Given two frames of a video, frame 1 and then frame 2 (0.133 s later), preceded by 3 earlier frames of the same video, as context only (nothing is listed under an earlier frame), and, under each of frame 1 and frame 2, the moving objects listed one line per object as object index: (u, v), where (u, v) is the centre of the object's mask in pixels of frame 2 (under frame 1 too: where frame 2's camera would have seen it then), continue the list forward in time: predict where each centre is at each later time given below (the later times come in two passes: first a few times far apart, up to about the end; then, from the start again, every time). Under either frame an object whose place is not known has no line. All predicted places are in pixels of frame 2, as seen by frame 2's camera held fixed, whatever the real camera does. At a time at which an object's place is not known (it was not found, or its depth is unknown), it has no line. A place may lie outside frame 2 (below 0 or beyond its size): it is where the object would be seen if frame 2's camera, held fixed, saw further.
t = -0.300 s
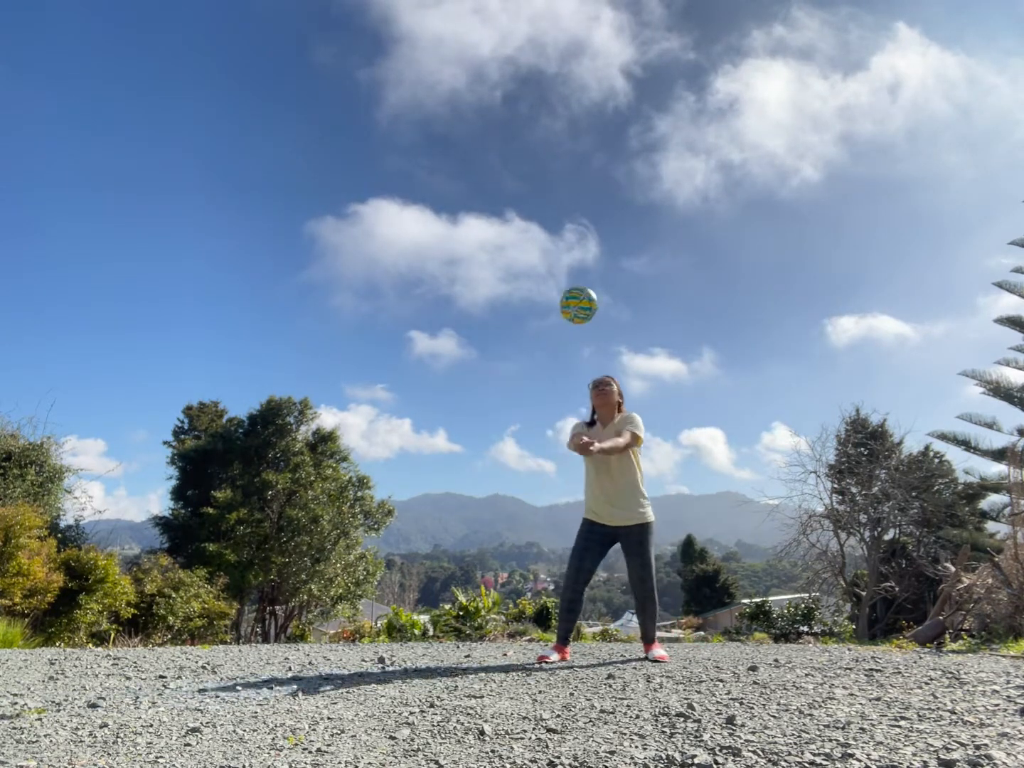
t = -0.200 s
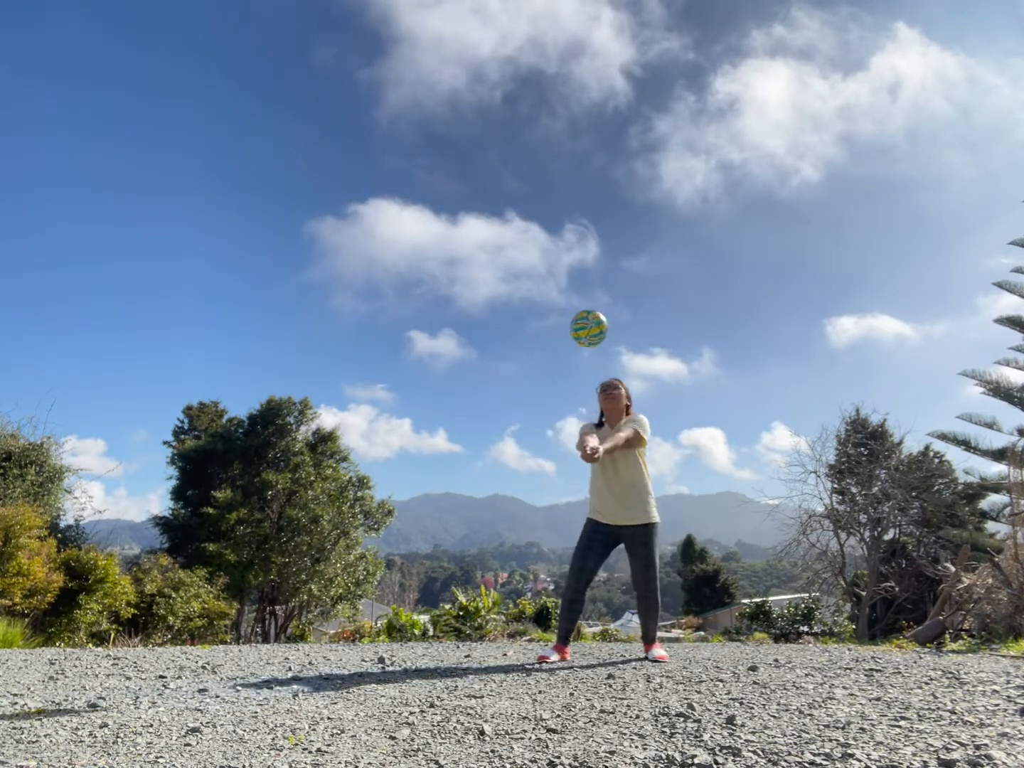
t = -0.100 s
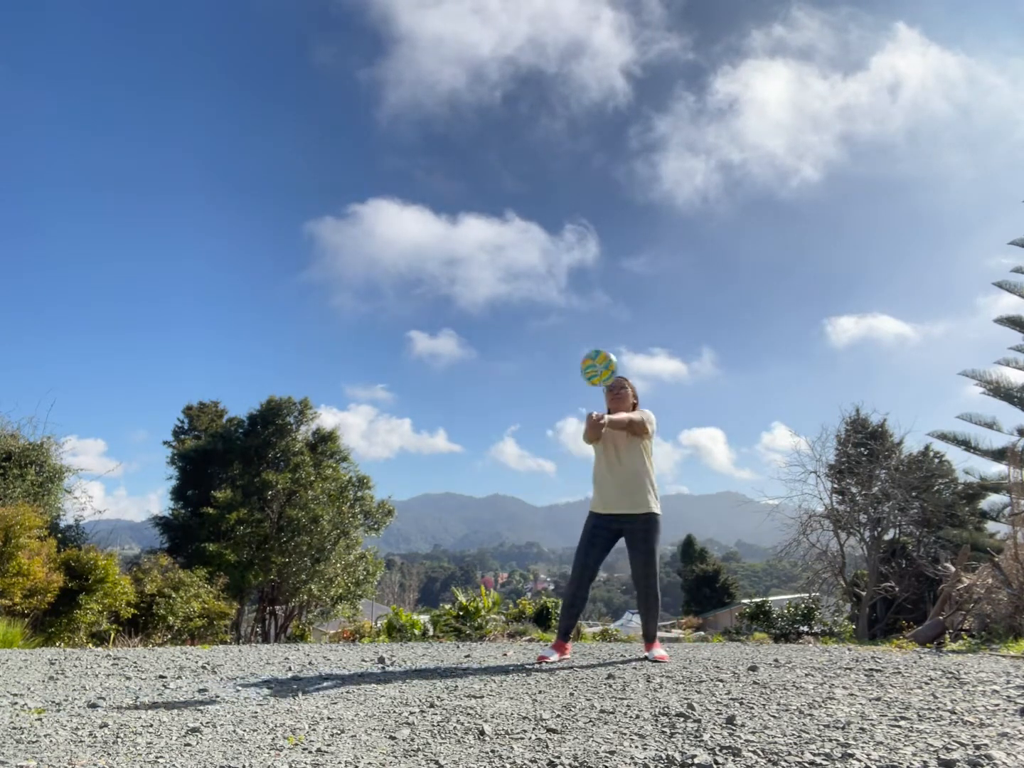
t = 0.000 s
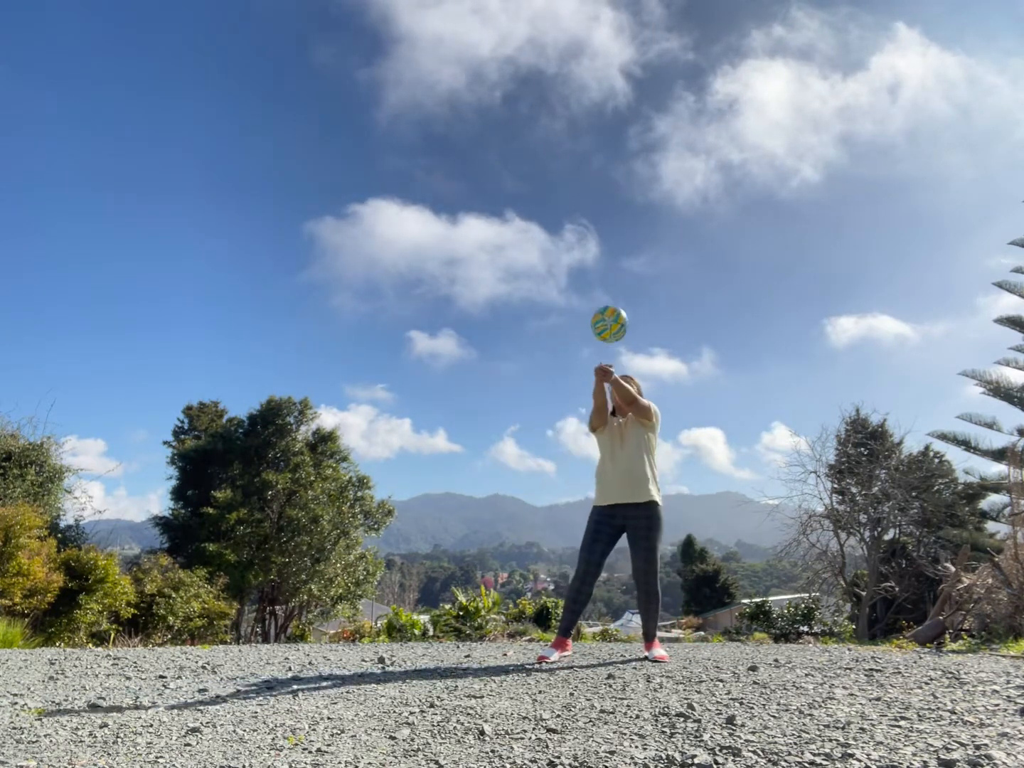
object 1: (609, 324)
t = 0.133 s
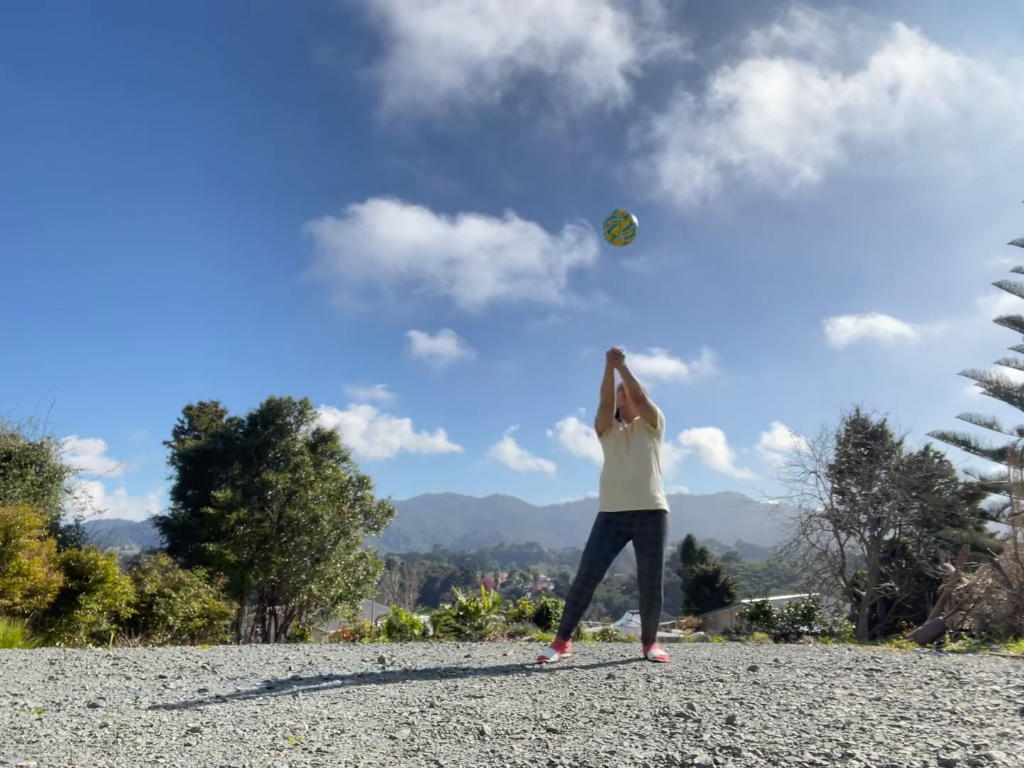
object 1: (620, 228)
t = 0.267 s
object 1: (630, 172)
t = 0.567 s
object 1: (654, 153)
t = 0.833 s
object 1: (676, 239)
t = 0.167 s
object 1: (622, 211)
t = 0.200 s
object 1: (625, 196)
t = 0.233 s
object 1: (628, 183)
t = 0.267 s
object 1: (630, 172)
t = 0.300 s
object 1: (633, 164)
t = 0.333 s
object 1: (636, 157)
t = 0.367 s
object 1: (638, 152)
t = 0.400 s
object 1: (641, 148)
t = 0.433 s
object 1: (643, 146)
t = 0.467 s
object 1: (646, 145)
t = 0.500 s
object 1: (649, 146)
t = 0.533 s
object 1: (651, 149)
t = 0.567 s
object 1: (654, 153)
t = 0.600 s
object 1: (657, 159)
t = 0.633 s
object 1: (659, 166)
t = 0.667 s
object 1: (662, 175)
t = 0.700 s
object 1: (665, 185)
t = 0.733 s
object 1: (667, 197)
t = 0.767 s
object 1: (670, 210)
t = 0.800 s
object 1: (673, 224)
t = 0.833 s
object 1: (676, 239)
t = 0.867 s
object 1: (678, 256)
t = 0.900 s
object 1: (682, 274)
